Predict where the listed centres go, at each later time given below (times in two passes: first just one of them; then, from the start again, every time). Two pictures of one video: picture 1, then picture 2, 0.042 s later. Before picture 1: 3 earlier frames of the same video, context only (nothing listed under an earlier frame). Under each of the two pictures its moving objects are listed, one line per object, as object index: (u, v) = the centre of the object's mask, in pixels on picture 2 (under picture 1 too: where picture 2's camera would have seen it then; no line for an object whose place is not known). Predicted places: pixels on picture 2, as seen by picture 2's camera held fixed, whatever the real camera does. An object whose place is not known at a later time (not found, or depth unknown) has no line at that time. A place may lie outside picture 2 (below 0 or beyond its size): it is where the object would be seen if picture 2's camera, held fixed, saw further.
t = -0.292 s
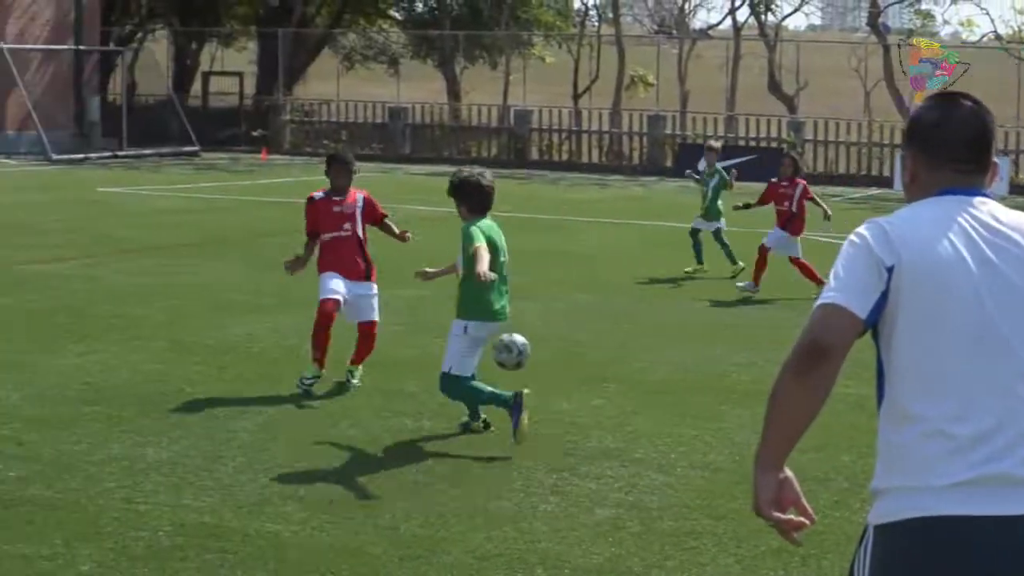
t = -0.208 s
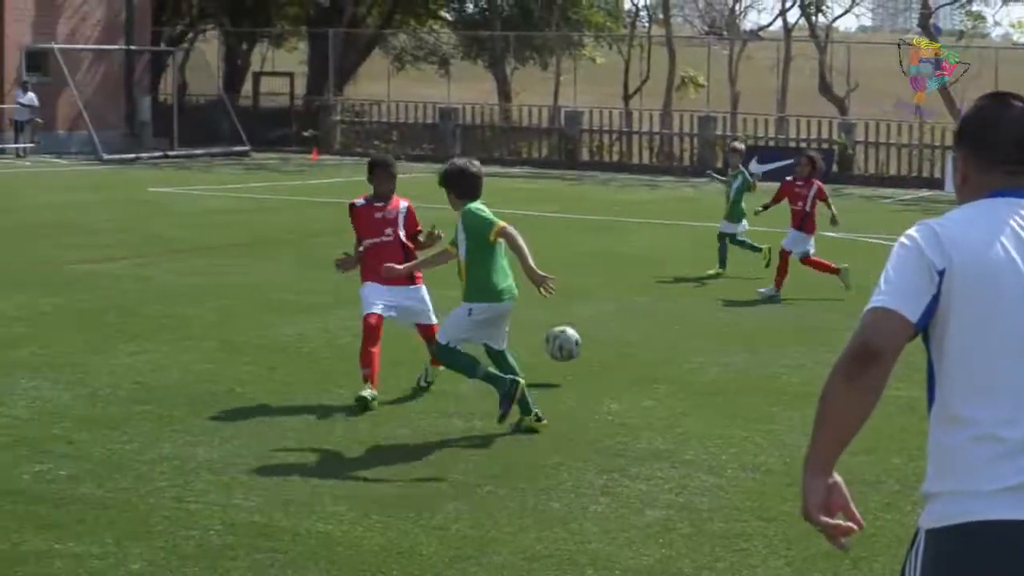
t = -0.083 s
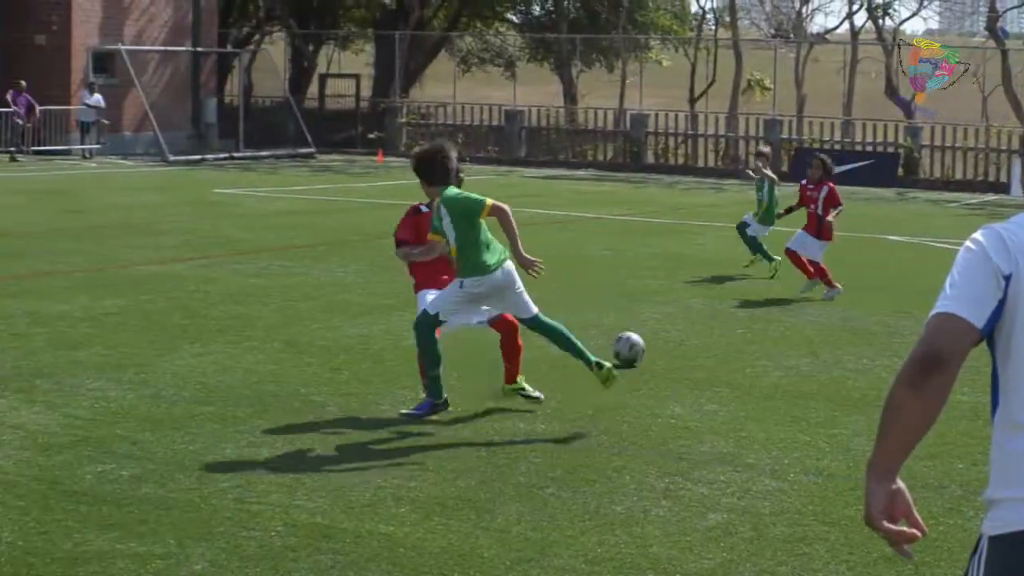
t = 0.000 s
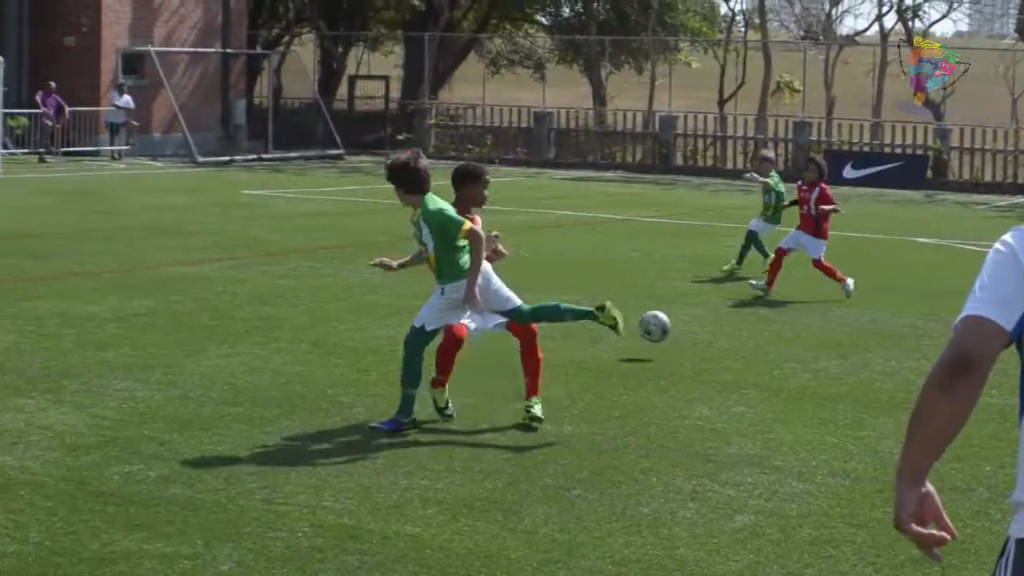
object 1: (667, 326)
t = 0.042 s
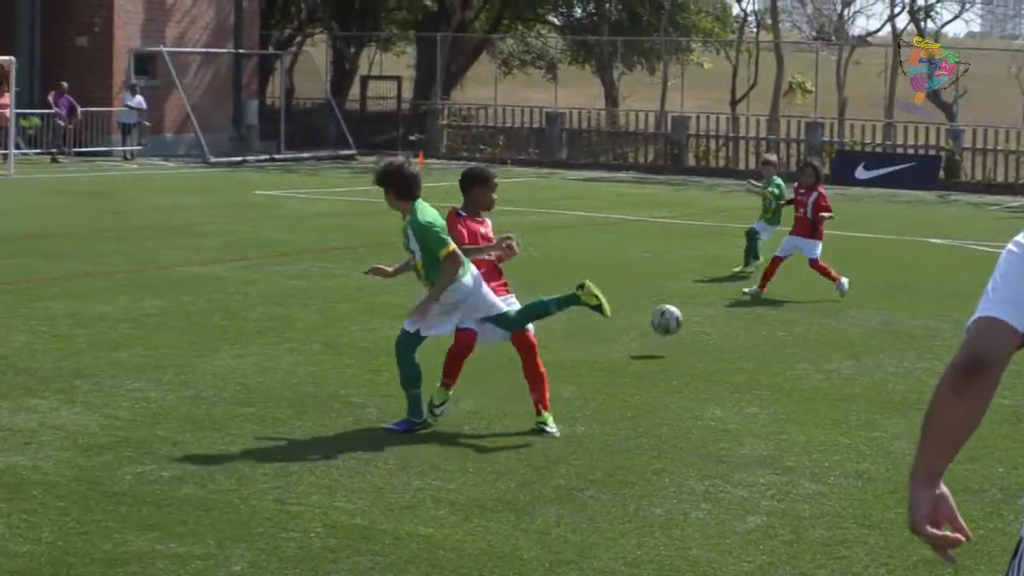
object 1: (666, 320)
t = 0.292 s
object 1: (661, 312)
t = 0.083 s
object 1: (665, 315)
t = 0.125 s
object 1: (665, 313)
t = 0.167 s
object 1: (665, 314)
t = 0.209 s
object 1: (664, 317)
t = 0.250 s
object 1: (664, 322)
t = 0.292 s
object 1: (661, 312)
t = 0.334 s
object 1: (658, 304)
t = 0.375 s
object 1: (656, 298)
